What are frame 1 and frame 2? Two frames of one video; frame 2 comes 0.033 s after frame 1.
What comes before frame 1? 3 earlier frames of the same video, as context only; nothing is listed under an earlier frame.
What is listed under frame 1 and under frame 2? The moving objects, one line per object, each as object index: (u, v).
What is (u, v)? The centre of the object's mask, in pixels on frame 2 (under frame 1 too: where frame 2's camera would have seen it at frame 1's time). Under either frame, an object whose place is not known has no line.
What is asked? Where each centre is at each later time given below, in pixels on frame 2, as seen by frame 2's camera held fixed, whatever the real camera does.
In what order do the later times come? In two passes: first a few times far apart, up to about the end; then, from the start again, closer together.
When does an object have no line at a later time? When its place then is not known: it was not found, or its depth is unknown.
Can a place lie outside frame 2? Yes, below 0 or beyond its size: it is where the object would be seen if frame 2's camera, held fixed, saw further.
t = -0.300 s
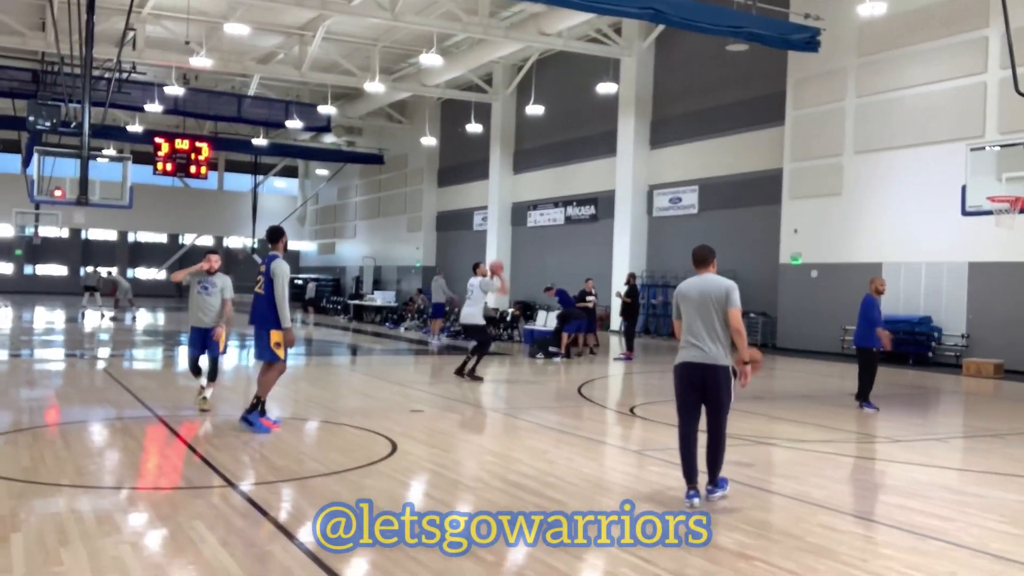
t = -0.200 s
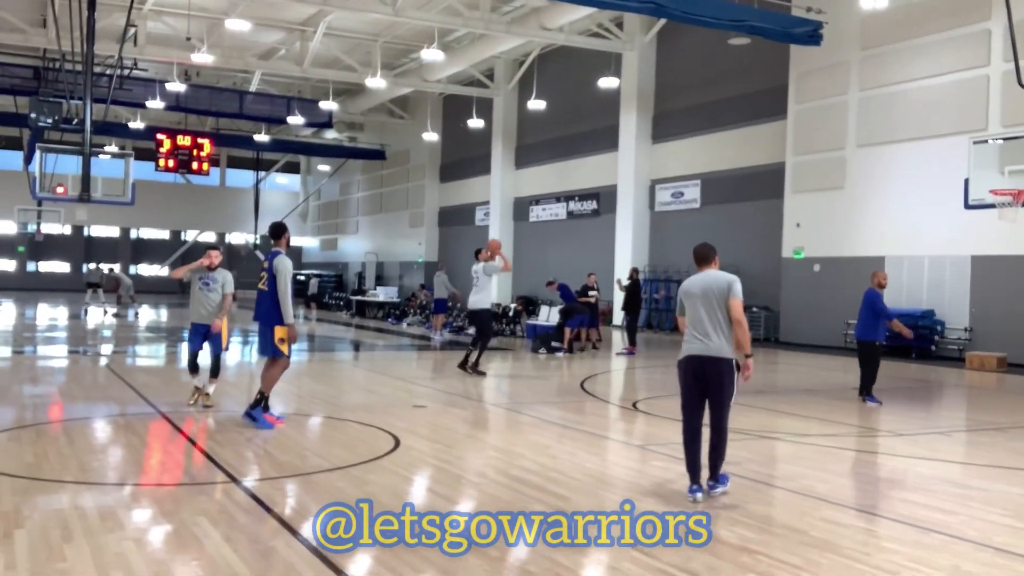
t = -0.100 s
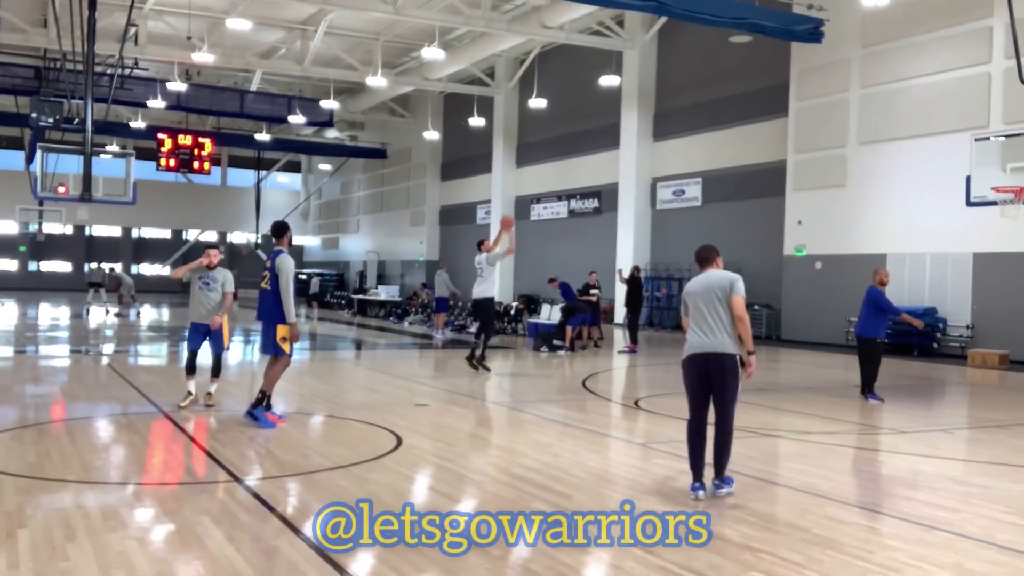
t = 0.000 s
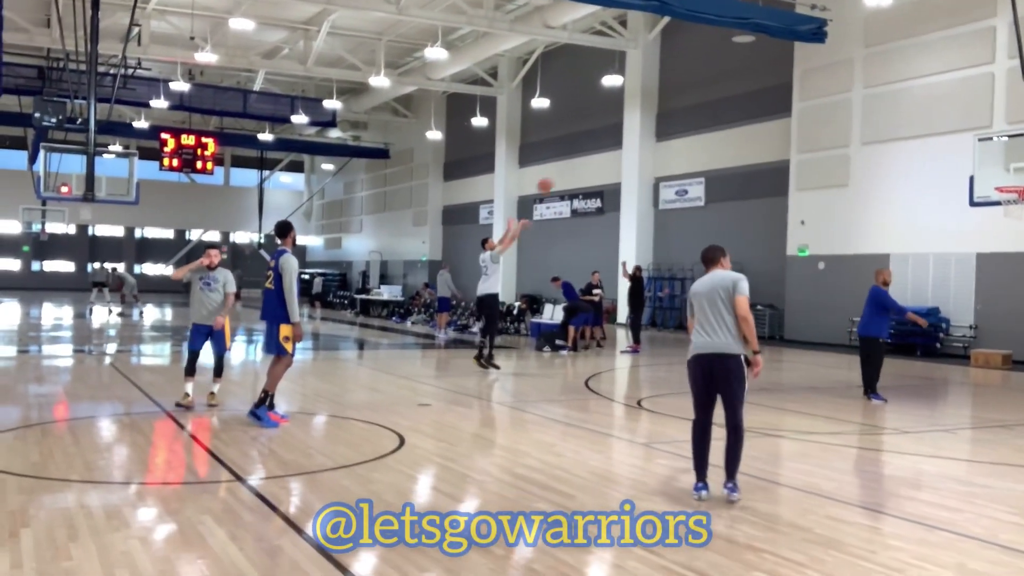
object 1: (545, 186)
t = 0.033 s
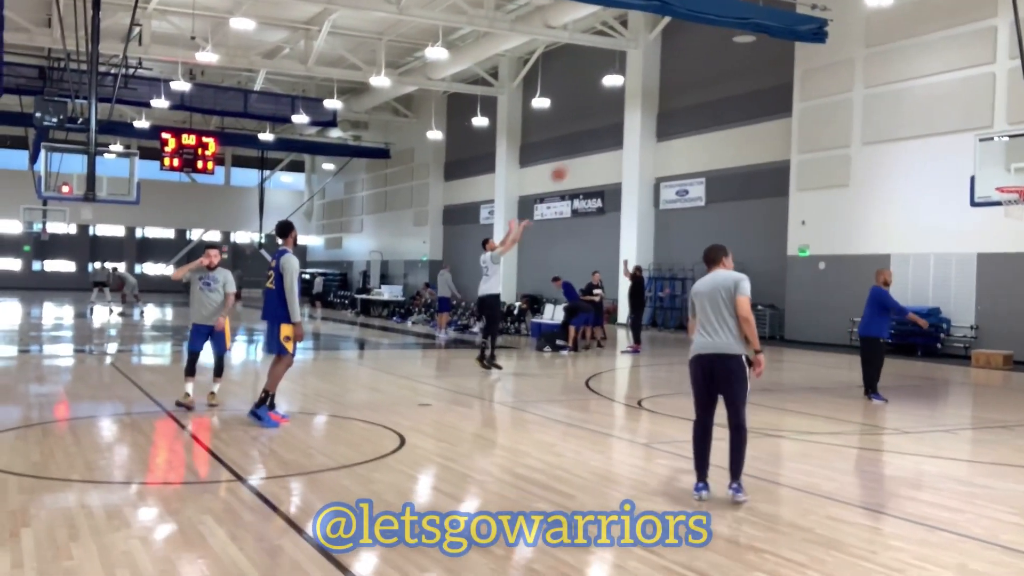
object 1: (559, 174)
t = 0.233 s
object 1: (640, 117)
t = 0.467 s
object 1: (734, 81)
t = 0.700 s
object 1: (829, 77)
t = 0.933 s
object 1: (926, 110)
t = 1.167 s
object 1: (1024, 179)
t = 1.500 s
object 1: (956, 146)
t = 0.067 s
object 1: (571, 163)
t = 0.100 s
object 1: (586, 152)
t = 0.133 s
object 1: (600, 142)
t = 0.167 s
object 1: (614, 133)
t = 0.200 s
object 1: (626, 125)
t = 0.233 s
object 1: (640, 117)
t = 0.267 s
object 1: (654, 110)
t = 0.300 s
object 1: (667, 104)
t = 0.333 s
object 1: (680, 97)
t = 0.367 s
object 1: (694, 93)
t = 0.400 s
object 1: (707, 88)
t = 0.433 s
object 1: (720, 84)
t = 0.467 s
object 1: (734, 81)
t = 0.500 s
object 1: (748, 78)
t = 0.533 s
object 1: (761, 77)
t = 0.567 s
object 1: (775, 75)
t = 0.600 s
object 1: (788, 74)
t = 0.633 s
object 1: (802, 75)
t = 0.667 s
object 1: (815, 76)
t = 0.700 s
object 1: (829, 77)
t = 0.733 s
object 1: (843, 80)
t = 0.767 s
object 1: (857, 83)
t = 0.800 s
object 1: (871, 87)
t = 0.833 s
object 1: (884, 92)
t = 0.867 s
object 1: (898, 97)
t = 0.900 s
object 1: (912, 103)
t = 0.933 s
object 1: (926, 110)
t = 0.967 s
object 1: (940, 118)
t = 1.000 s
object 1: (954, 126)
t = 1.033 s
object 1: (968, 135)
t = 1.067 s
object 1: (982, 145)
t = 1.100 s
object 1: (996, 155)
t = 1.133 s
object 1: (1010, 166)
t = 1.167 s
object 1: (1024, 179)
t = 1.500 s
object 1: (956, 146)
